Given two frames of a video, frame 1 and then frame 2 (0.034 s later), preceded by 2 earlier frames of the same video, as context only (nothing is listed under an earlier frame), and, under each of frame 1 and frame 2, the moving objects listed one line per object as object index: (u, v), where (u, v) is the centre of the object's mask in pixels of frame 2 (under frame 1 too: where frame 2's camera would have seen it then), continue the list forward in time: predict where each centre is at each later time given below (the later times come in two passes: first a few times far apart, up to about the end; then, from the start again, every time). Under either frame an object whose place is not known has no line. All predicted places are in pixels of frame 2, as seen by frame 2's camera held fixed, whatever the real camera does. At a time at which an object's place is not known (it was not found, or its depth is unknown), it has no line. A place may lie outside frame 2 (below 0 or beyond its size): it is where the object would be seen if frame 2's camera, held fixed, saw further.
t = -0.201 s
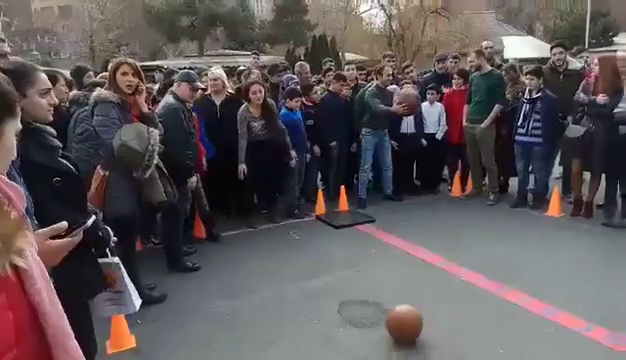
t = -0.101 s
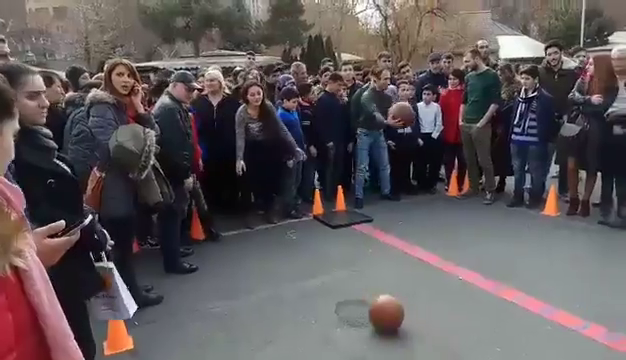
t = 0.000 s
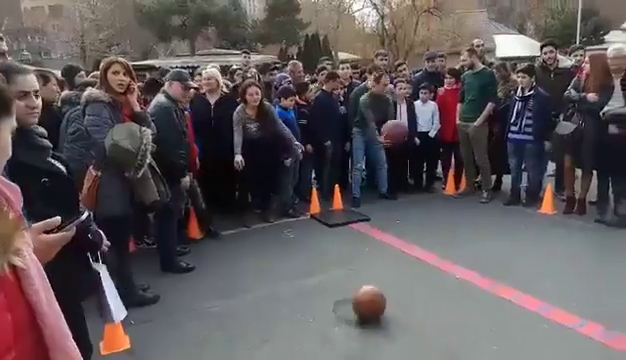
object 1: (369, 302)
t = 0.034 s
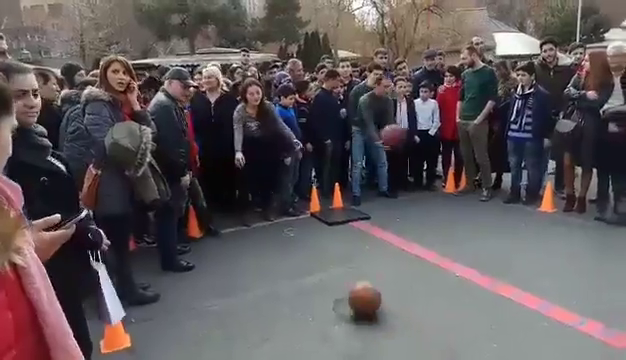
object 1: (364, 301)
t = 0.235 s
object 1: (339, 284)
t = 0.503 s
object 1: (311, 270)
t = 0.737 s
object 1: (290, 257)
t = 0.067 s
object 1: (360, 299)
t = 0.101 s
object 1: (355, 295)
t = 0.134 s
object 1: (351, 292)
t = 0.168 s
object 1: (346, 289)
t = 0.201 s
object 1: (342, 288)
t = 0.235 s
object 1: (339, 284)
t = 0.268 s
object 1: (335, 281)
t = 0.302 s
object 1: (331, 281)
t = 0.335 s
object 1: (328, 278)
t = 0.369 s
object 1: (324, 276)
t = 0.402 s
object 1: (321, 275)
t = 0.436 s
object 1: (317, 273)
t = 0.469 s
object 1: (314, 271)
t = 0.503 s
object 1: (311, 270)
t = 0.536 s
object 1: (308, 268)
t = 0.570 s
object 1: (305, 266)
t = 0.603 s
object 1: (302, 264)
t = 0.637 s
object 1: (299, 262)
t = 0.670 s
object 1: (296, 260)
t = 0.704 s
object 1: (293, 259)
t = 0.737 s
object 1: (290, 257)
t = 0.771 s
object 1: (287, 255)
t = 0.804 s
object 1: (284, 254)
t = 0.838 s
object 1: (282, 252)
